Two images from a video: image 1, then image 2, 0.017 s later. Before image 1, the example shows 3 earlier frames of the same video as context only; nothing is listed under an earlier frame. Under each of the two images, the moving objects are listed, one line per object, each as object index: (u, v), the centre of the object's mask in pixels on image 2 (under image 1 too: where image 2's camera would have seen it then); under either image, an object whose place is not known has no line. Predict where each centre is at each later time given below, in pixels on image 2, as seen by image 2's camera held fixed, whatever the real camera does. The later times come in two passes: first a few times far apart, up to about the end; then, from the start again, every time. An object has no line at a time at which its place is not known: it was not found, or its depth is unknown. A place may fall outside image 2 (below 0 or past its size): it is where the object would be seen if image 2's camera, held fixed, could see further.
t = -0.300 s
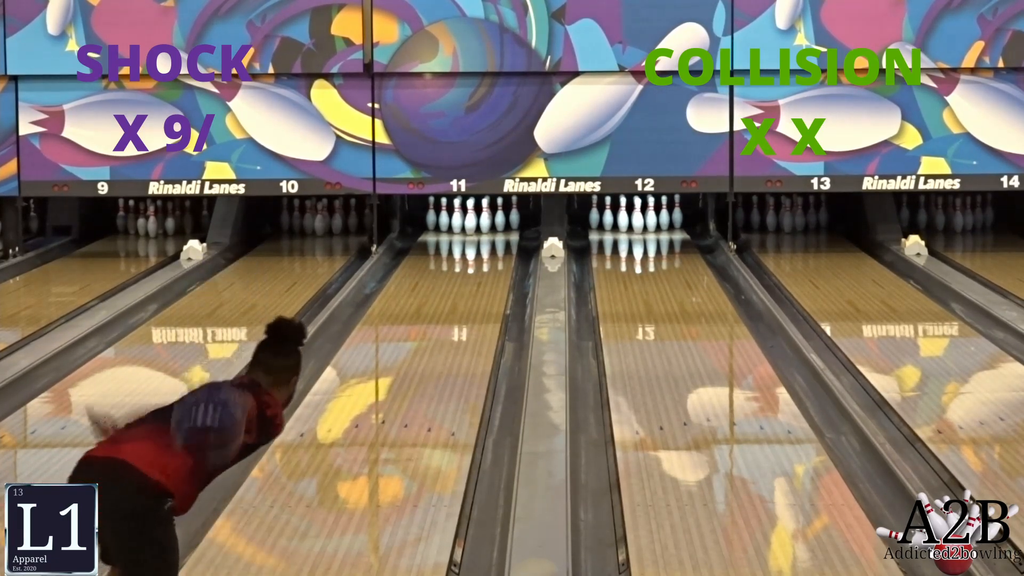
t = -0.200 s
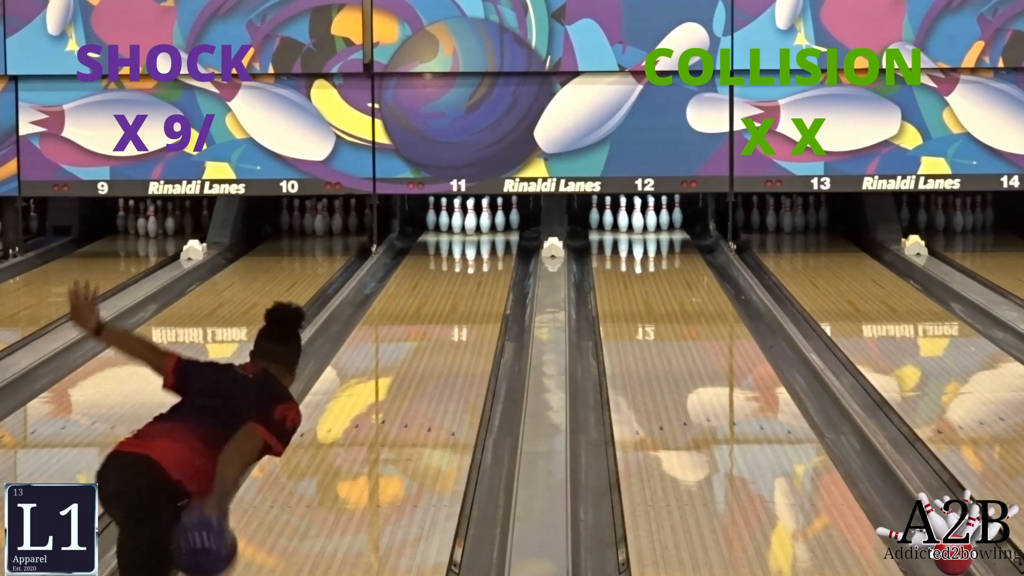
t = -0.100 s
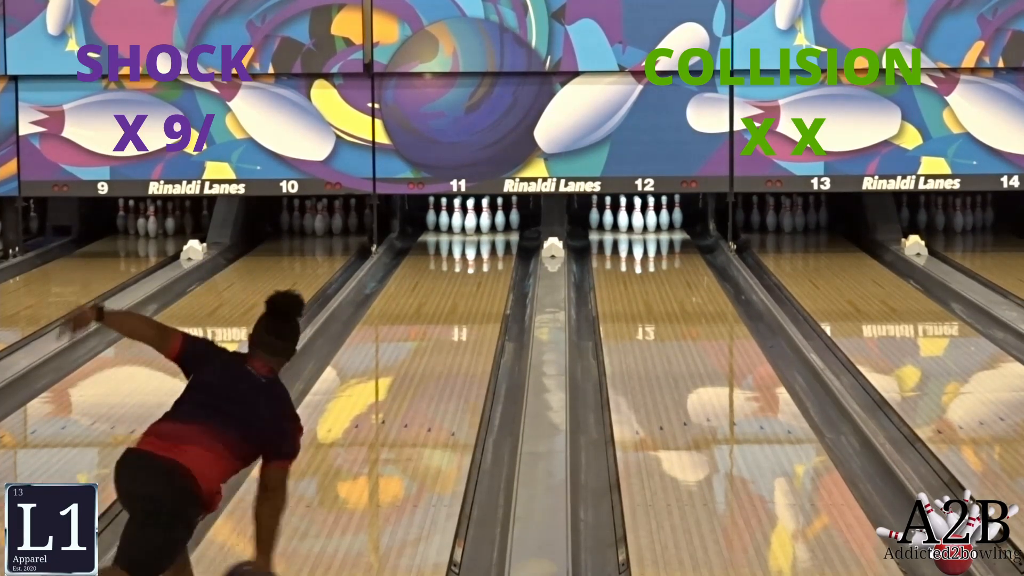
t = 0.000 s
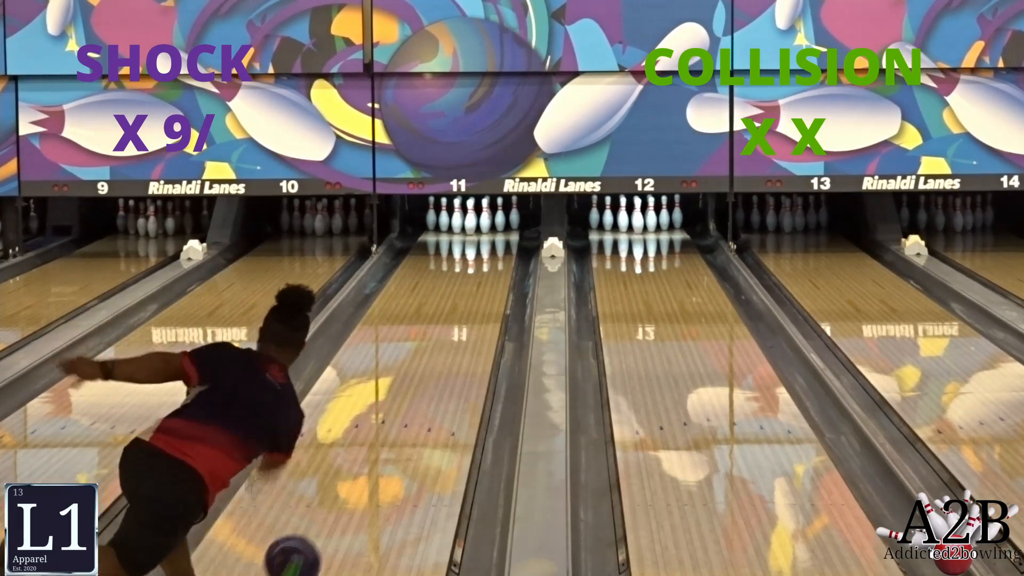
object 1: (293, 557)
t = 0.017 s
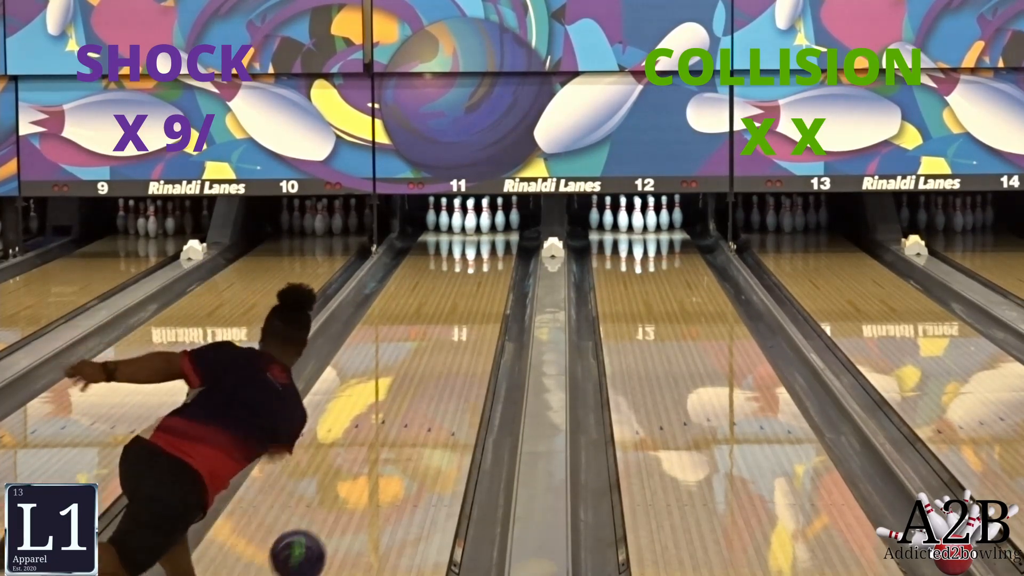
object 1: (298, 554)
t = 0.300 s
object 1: (369, 464)
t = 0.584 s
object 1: (417, 397)
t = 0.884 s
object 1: (452, 347)
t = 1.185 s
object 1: (477, 309)
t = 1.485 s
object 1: (492, 280)
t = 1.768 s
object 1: (499, 258)
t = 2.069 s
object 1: (490, 241)
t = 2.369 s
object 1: (477, 226)
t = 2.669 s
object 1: (477, 221)
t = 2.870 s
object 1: (472, 222)
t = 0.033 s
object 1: (303, 551)
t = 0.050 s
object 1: (308, 547)
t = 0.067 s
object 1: (313, 540)
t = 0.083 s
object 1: (318, 534)
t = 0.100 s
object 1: (323, 528)
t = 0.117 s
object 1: (327, 522)
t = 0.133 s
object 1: (331, 516)
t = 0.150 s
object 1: (335, 510)
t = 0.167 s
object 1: (339, 505)
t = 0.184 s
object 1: (343, 499)
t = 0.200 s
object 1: (347, 494)
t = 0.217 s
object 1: (351, 488)
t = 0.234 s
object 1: (355, 483)
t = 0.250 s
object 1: (359, 478)
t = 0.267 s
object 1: (362, 473)
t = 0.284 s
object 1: (366, 468)
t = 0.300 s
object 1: (369, 464)
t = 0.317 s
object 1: (372, 459)
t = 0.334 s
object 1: (376, 454)
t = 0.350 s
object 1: (379, 450)
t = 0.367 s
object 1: (382, 446)
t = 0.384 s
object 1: (385, 442)
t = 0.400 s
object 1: (388, 438)
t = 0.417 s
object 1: (391, 434)
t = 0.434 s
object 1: (394, 430)
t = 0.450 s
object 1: (396, 426)
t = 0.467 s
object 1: (399, 422)
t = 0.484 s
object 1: (402, 418)
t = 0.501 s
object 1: (404, 415)
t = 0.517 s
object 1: (407, 411)
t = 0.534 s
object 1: (409, 408)
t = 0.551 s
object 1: (412, 404)
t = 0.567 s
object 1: (414, 401)
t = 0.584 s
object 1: (417, 397)
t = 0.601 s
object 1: (419, 394)
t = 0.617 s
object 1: (421, 391)
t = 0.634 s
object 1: (423, 388)
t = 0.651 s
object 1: (426, 385)
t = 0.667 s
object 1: (428, 382)
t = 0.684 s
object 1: (430, 379)
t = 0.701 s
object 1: (432, 376)
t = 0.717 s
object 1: (434, 373)
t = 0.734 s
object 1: (436, 370)
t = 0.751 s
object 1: (438, 367)
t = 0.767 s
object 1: (439, 365)
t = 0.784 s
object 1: (441, 362)
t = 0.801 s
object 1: (443, 360)
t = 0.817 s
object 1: (445, 357)
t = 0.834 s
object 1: (447, 354)
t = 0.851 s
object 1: (448, 352)
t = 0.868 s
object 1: (450, 349)
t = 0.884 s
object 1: (452, 347)
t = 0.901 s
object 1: (453, 345)
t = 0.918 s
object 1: (455, 342)
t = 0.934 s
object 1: (457, 340)
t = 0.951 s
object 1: (458, 338)
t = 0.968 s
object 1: (460, 335)
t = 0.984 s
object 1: (461, 333)
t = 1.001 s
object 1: (462, 331)
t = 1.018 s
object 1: (464, 329)
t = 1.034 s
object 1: (465, 326)
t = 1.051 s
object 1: (467, 325)
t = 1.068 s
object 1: (468, 323)
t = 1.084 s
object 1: (469, 321)
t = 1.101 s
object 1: (471, 319)
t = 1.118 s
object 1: (472, 317)
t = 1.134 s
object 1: (473, 315)
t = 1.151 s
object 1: (474, 313)
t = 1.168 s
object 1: (475, 311)
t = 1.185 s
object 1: (477, 309)
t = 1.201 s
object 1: (478, 307)
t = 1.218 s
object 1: (479, 306)
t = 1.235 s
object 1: (480, 304)
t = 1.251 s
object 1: (481, 302)
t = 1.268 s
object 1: (482, 300)
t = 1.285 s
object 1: (483, 299)
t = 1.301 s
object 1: (483, 297)
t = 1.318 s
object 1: (484, 295)
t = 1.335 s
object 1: (485, 294)
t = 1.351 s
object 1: (486, 292)
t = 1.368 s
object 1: (487, 291)
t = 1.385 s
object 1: (488, 289)
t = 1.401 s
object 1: (488, 287)
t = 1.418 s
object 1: (489, 286)
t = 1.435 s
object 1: (490, 284)
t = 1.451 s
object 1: (491, 283)
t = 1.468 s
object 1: (491, 282)
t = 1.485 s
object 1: (492, 280)
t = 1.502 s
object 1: (493, 279)
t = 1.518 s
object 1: (493, 278)
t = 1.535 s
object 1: (494, 276)
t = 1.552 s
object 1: (495, 274)
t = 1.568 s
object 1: (495, 274)
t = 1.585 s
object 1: (496, 272)
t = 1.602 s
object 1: (496, 271)
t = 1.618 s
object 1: (497, 269)
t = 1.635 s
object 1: (497, 268)
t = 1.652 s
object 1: (497, 267)
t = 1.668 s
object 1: (498, 266)
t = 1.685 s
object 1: (498, 264)
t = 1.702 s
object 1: (498, 263)
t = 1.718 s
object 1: (498, 262)
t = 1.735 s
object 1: (499, 261)
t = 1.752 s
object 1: (499, 260)
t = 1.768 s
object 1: (499, 258)
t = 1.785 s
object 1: (499, 257)
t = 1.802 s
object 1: (499, 256)
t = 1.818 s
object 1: (497, 255)
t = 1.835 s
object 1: (498, 254)
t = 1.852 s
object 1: (498, 253)
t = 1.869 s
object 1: (498, 252)
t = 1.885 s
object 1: (498, 251)
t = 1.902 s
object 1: (497, 250)
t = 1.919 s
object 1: (496, 249)
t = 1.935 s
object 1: (496, 248)
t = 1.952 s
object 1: (495, 247)
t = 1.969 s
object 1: (495, 246)
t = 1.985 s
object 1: (494, 245)
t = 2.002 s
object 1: (494, 245)
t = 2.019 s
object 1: (493, 244)
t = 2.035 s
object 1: (492, 243)
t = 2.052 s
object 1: (491, 242)
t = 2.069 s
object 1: (490, 241)
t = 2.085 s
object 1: (489, 241)
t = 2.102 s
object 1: (489, 240)
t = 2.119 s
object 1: (488, 239)
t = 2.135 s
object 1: (487, 238)
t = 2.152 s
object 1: (486, 237)
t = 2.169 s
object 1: (486, 237)
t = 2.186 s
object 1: (485, 236)
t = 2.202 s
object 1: (484, 235)
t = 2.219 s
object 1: (483, 233)
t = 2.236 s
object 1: (482, 233)
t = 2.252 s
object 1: (481, 232)
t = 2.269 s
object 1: (481, 231)
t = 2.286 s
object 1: (480, 230)
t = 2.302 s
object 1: (479, 229)
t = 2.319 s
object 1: (478, 228)
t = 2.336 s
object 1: (478, 227)
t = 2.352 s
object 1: (477, 227)
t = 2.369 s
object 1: (477, 226)
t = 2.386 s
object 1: (477, 225)
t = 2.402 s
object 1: (478, 225)
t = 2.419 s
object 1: (478, 225)
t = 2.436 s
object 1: (477, 224)
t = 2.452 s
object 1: (477, 224)
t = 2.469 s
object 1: (477, 224)
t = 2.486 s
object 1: (478, 223)
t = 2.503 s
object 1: (478, 223)
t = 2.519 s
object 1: (478, 223)
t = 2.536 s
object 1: (479, 222)
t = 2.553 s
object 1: (478, 222)
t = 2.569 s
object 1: (478, 221)
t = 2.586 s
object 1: (478, 221)
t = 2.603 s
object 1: (478, 221)
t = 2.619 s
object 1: (477, 221)
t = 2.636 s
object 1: (478, 221)
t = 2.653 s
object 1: (477, 220)
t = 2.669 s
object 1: (477, 221)
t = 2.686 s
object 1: (475, 221)
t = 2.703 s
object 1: (474, 221)
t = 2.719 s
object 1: (475, 220)
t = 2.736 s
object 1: (475, 220)
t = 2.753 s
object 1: (475, 220)
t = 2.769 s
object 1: (476, 220)
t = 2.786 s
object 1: (476, 220)
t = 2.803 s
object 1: (474, 220)
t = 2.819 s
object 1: (473, 221)
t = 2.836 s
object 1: (473, 222)
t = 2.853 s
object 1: (472, 222)
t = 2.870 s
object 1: (472, 222)
